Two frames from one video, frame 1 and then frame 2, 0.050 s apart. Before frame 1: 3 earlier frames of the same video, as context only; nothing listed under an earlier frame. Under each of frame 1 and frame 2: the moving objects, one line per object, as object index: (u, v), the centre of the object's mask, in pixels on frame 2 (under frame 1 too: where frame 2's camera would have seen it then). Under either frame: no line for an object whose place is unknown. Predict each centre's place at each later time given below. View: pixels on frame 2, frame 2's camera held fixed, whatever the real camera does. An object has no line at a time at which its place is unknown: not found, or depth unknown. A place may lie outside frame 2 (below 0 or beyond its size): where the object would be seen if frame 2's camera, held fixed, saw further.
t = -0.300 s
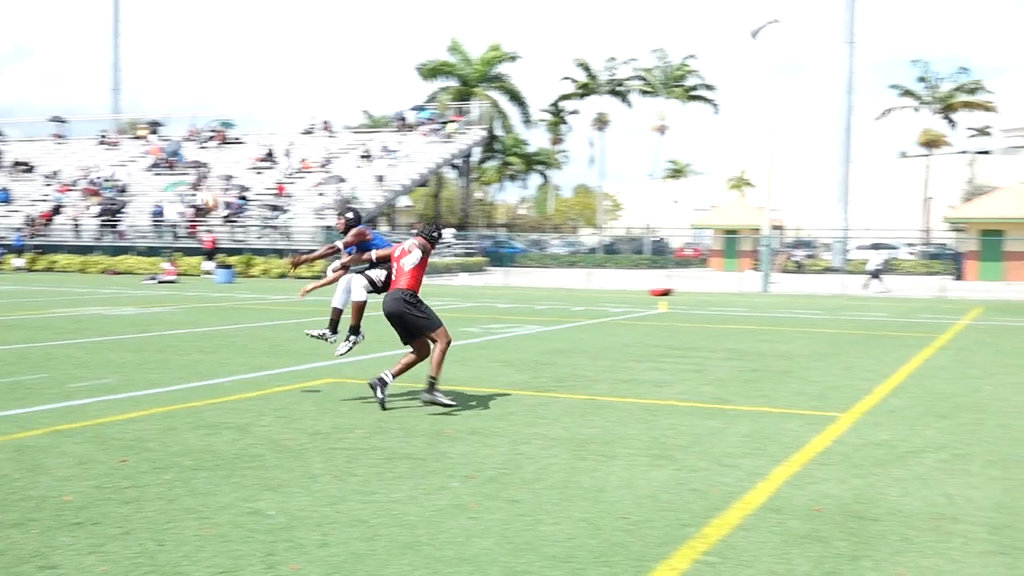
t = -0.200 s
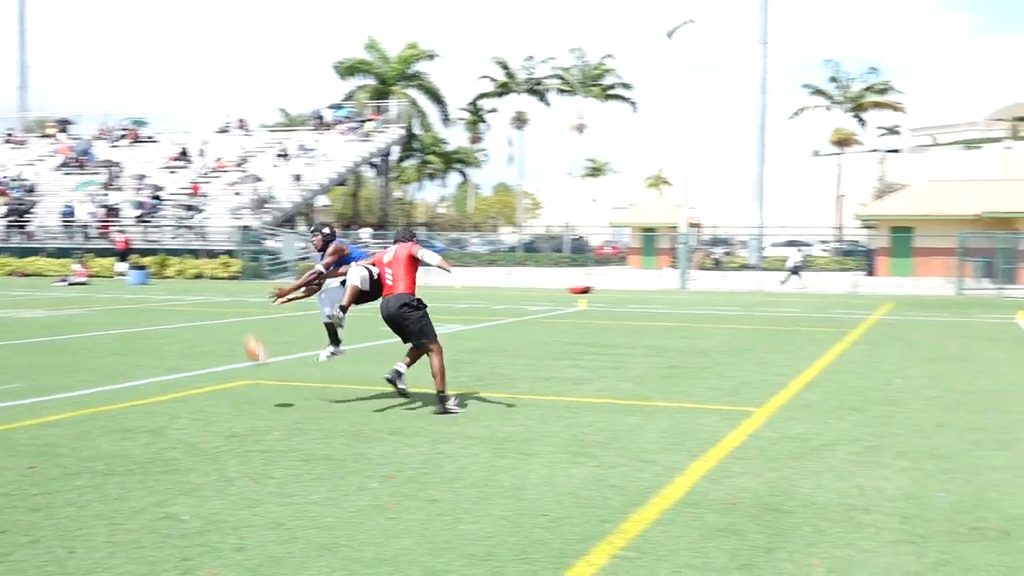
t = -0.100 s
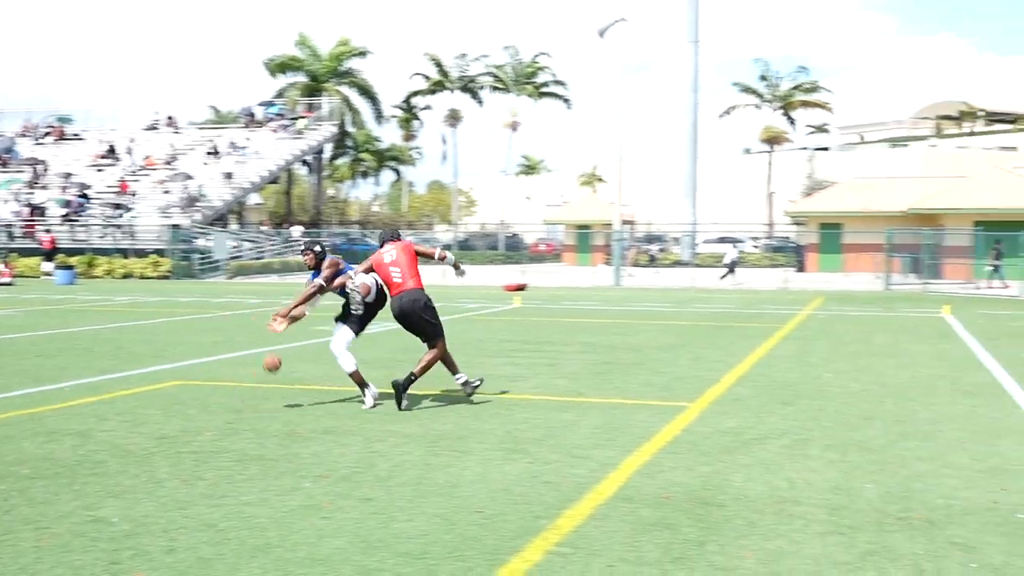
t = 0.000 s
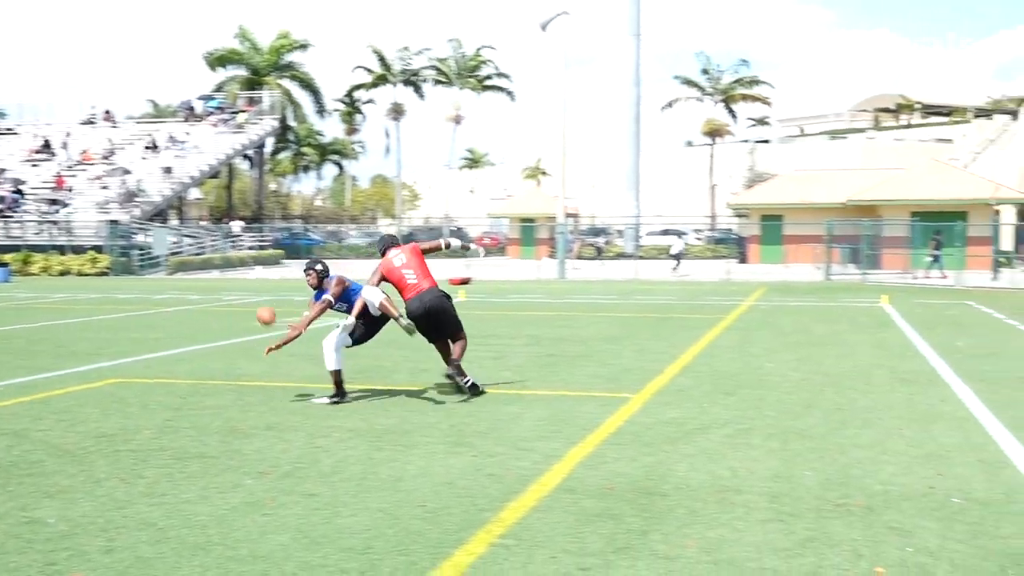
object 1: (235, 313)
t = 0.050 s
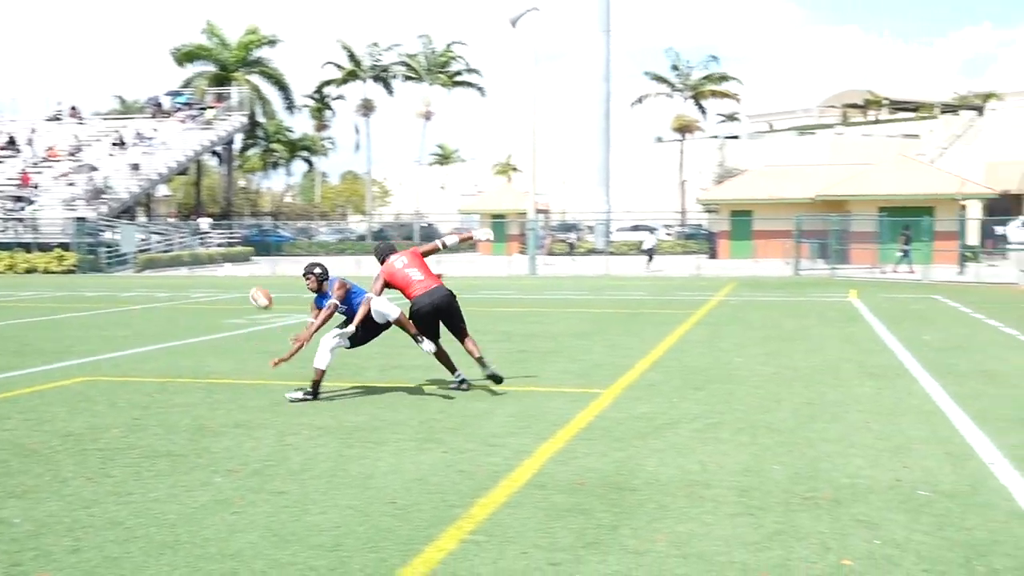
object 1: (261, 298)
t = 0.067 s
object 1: (269, 294)
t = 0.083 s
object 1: (277, 290)
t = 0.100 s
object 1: (285, 286)
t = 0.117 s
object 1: (292, 283)
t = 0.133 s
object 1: (300, 280)
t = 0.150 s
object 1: (308, 278)
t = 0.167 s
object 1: (316, 276)
